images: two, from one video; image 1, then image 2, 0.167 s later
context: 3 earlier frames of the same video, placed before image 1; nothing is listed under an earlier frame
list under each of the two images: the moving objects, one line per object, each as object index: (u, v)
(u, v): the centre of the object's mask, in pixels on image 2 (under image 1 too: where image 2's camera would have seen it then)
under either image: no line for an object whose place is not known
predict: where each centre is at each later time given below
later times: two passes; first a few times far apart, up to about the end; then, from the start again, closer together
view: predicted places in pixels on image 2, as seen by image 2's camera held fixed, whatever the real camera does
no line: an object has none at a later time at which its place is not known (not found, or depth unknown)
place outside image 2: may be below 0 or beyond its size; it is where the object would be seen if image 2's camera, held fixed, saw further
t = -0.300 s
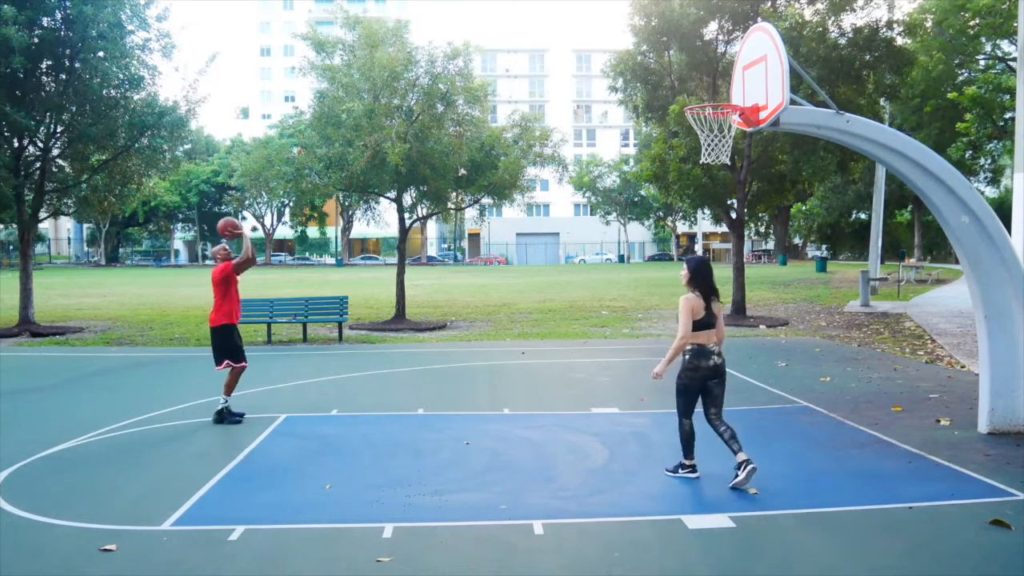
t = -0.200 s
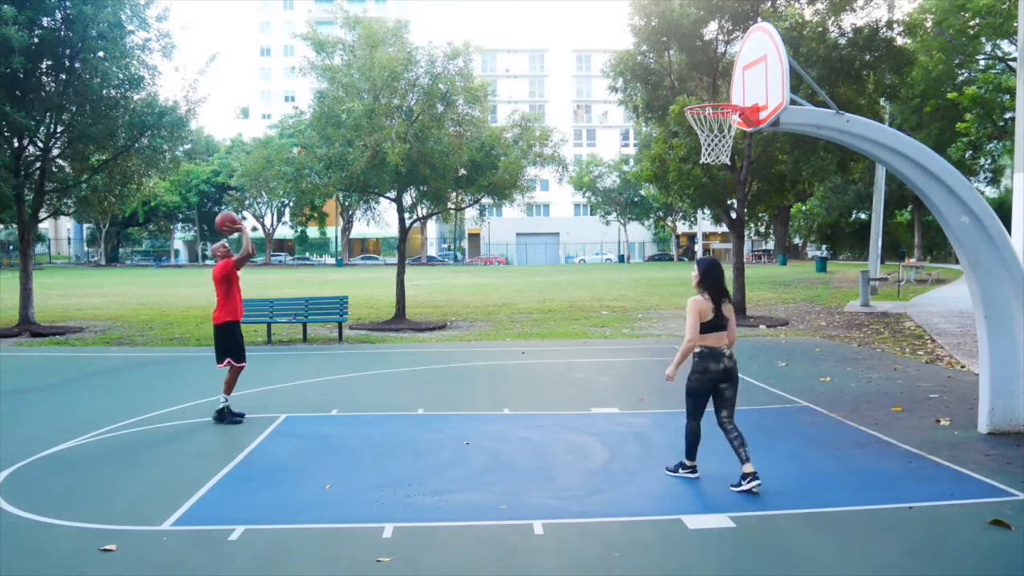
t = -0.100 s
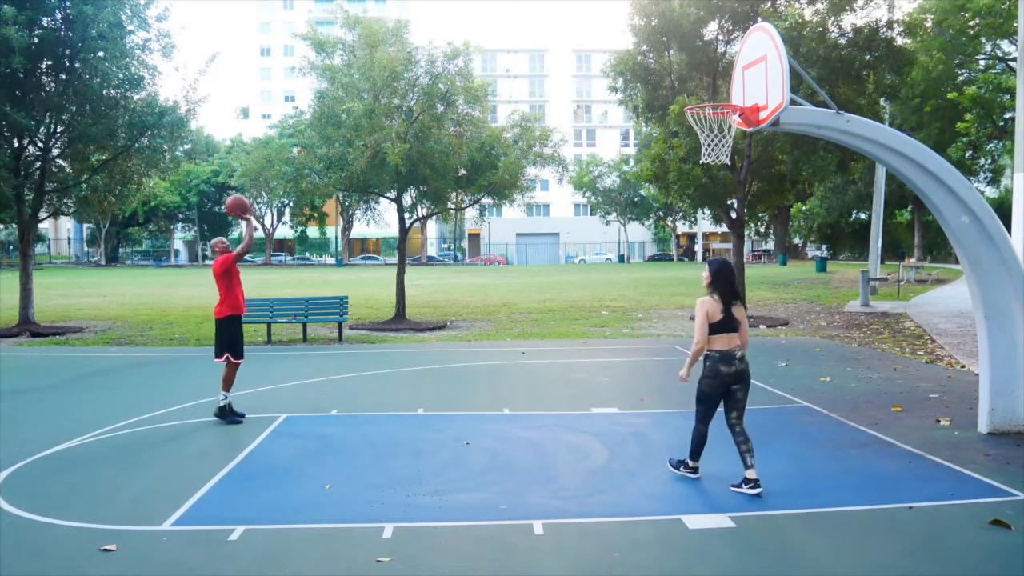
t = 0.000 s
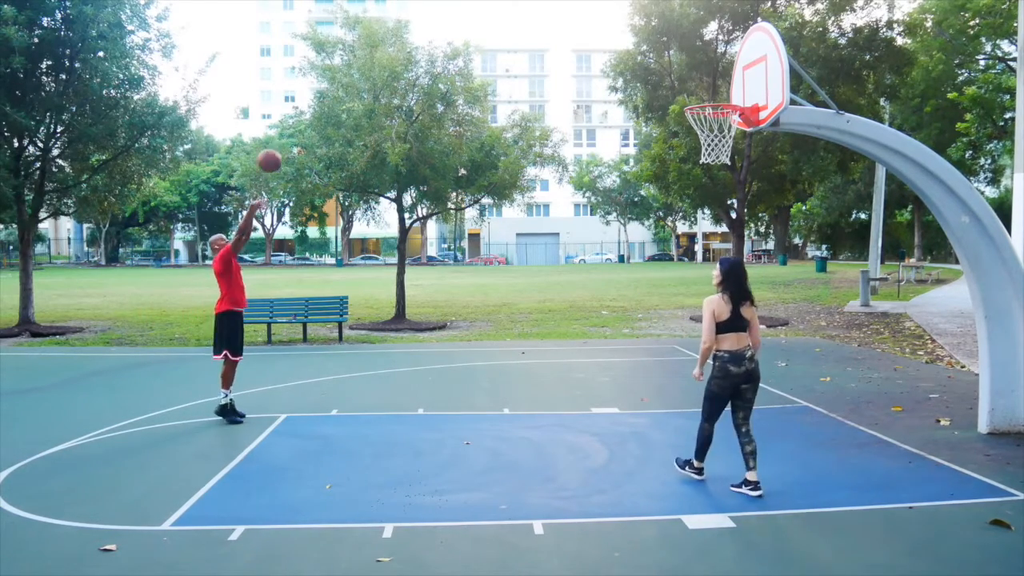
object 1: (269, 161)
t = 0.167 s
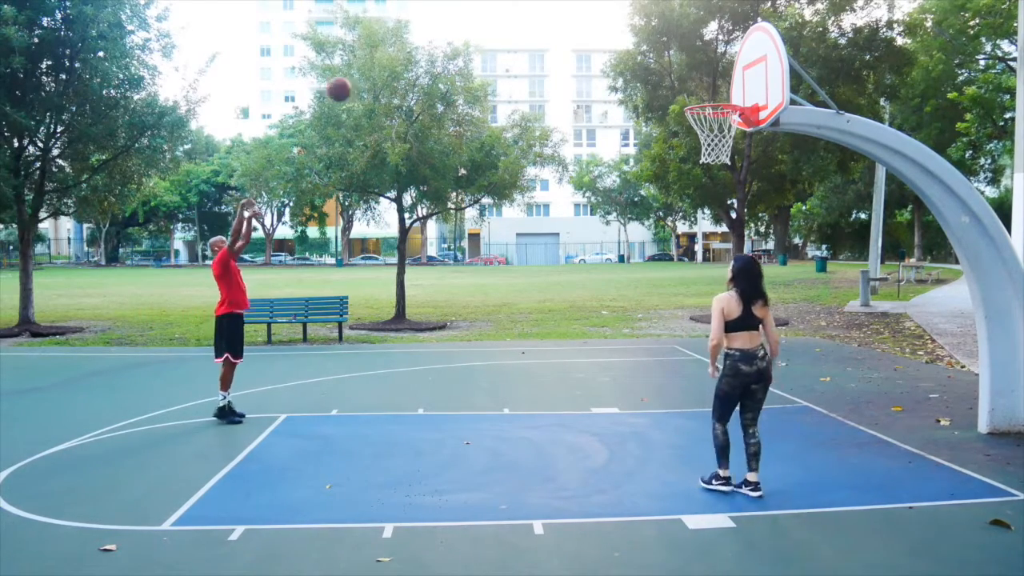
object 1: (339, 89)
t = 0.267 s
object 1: (382, 58)
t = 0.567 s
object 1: (520, 19)
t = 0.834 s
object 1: (652, 64)
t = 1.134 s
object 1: (750, 148)
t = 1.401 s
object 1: (775, 240)
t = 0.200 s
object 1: (353, 77)
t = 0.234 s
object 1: (368, 67)
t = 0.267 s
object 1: (382, 58)
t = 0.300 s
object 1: (397, 49)
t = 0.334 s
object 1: (412, 42)
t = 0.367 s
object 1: (427, 34)
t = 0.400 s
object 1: (442, 29)
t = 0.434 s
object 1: (457, 25)
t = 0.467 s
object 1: (473, 22)
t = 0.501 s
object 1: (488, 19)
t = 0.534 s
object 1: (504, 19)
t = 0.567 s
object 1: (520, 19)
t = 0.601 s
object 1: (536, 20)
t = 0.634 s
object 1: (552, 22)
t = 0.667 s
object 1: (568, 26)
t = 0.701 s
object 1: (584, 31)
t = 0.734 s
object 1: (601, 38)
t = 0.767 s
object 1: (617, 45)
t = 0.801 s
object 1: (634, 55)
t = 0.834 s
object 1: (652, 64)
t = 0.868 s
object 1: (667, 75)
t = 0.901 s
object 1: (685, 88)
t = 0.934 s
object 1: (702, 97)
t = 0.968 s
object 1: (717, 119)
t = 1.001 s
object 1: (732, 127)
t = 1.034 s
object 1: (739, 135)
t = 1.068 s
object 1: (743, 142)
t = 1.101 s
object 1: (746, 142)
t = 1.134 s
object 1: (750, 148)
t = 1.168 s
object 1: (753, 154)
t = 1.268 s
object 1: (762, 184)
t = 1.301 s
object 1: (765, 194)
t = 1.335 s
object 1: (768, 209)
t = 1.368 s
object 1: (771, 223)
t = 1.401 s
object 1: (775, 240)
